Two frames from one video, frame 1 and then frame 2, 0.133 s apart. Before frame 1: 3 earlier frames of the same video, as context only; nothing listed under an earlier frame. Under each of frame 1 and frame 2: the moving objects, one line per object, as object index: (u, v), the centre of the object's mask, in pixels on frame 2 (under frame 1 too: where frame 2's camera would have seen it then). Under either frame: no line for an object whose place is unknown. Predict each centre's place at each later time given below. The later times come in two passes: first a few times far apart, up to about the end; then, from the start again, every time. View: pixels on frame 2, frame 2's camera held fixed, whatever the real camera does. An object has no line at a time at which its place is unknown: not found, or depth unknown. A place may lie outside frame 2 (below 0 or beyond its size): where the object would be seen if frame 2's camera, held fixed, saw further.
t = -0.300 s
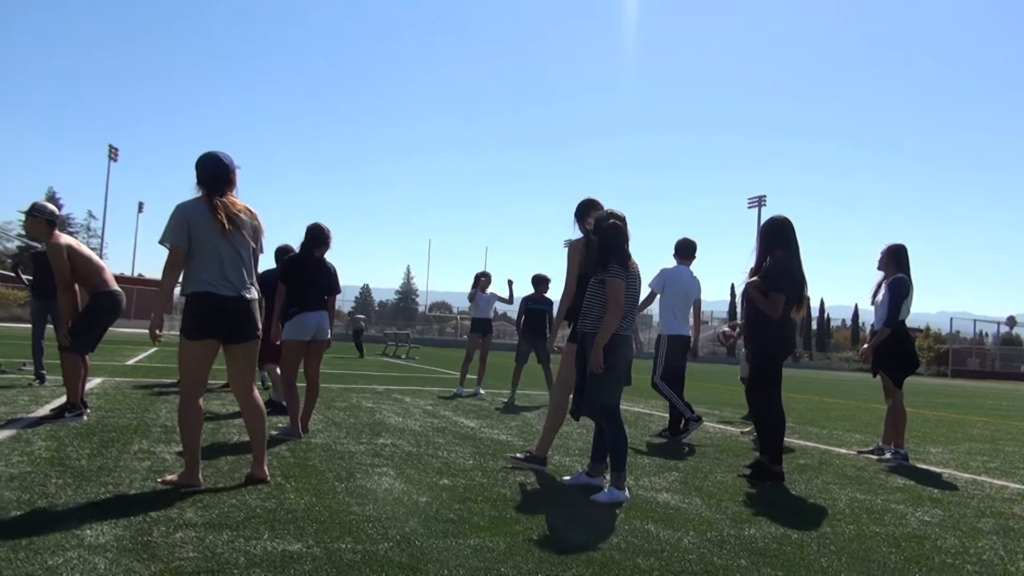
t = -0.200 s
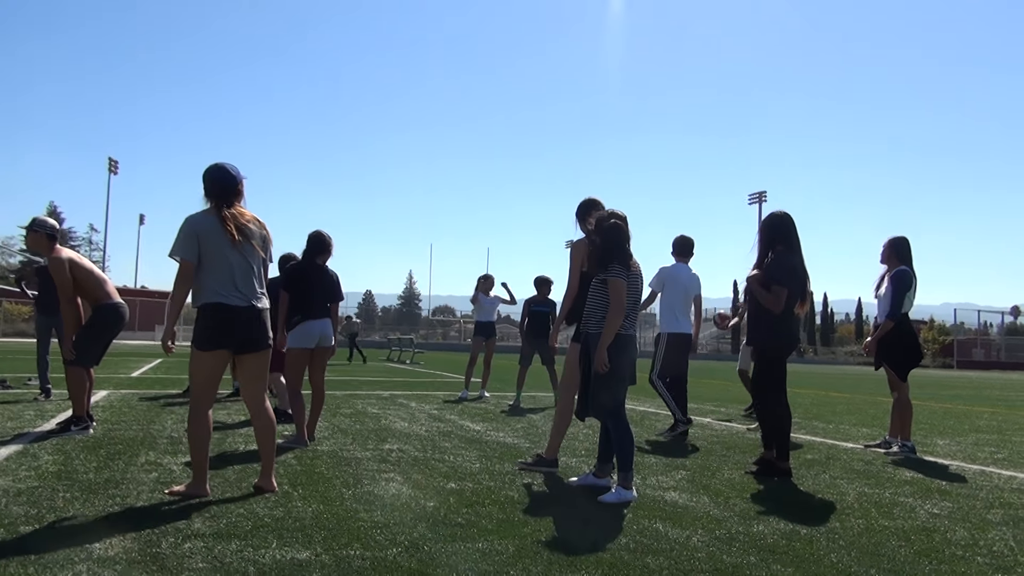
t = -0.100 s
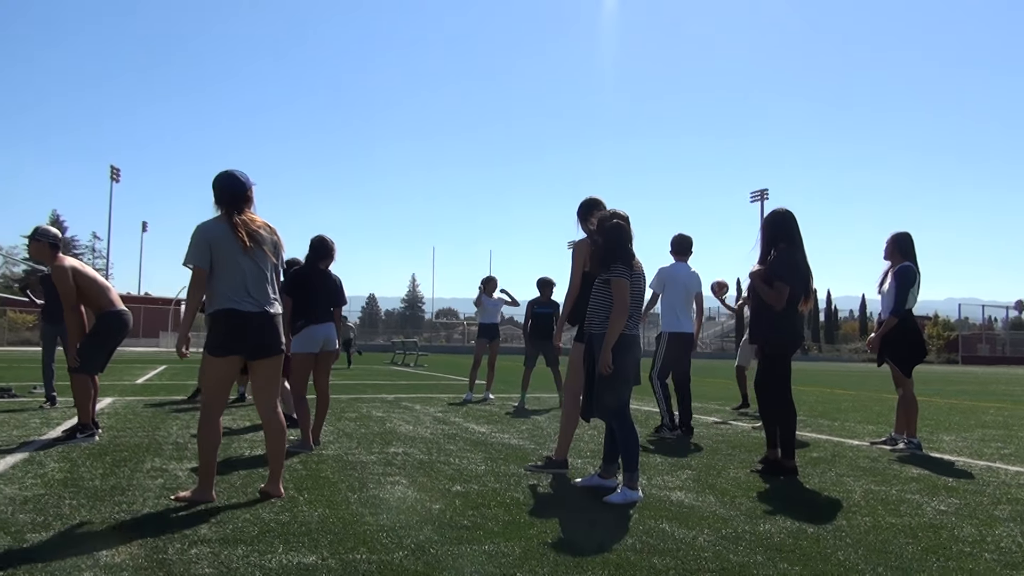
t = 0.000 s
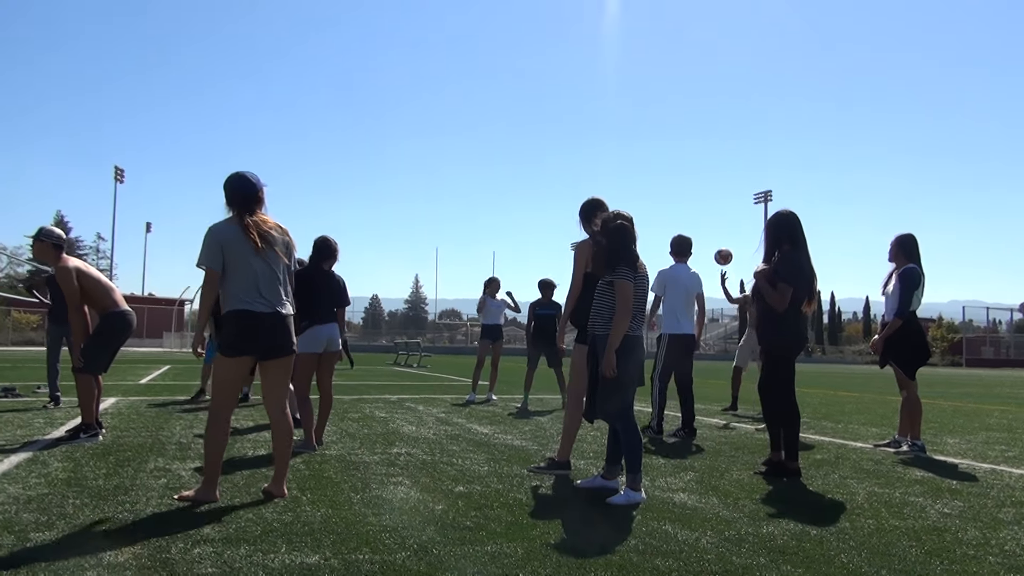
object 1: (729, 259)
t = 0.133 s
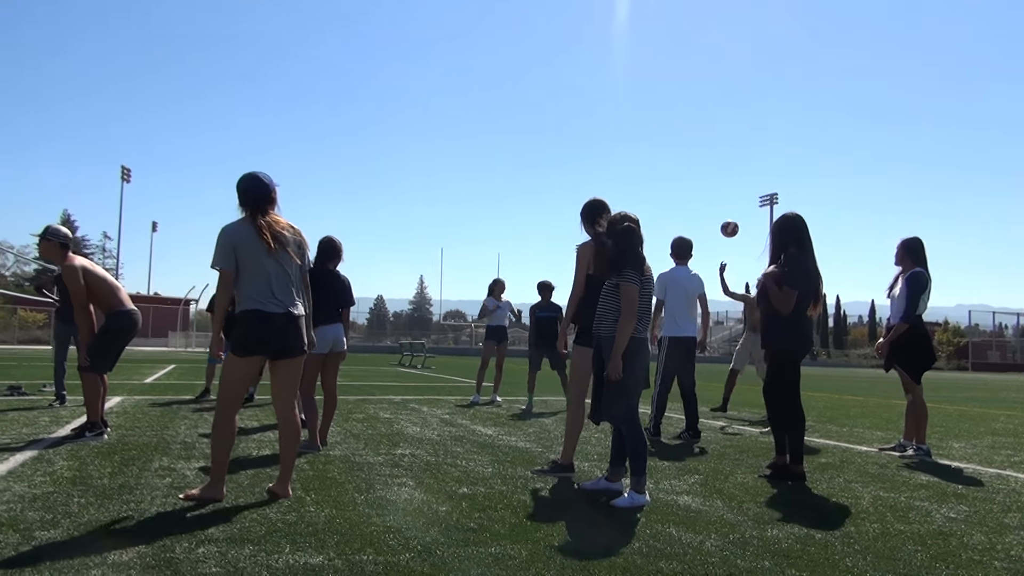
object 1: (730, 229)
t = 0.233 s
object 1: (730, 216)
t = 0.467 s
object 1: (730, 219)
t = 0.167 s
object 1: (730, 223)
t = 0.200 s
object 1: (730, 219)
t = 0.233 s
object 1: (730, 216)
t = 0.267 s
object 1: (730, 214)
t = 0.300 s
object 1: (730, 212)
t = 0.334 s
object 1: (730, 212)
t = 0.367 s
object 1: (730, 212)
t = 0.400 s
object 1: (730, 213)
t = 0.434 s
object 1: (730, 216)
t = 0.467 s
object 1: (730, 219)
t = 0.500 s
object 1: (730, 223)
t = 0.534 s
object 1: (730, 228)
